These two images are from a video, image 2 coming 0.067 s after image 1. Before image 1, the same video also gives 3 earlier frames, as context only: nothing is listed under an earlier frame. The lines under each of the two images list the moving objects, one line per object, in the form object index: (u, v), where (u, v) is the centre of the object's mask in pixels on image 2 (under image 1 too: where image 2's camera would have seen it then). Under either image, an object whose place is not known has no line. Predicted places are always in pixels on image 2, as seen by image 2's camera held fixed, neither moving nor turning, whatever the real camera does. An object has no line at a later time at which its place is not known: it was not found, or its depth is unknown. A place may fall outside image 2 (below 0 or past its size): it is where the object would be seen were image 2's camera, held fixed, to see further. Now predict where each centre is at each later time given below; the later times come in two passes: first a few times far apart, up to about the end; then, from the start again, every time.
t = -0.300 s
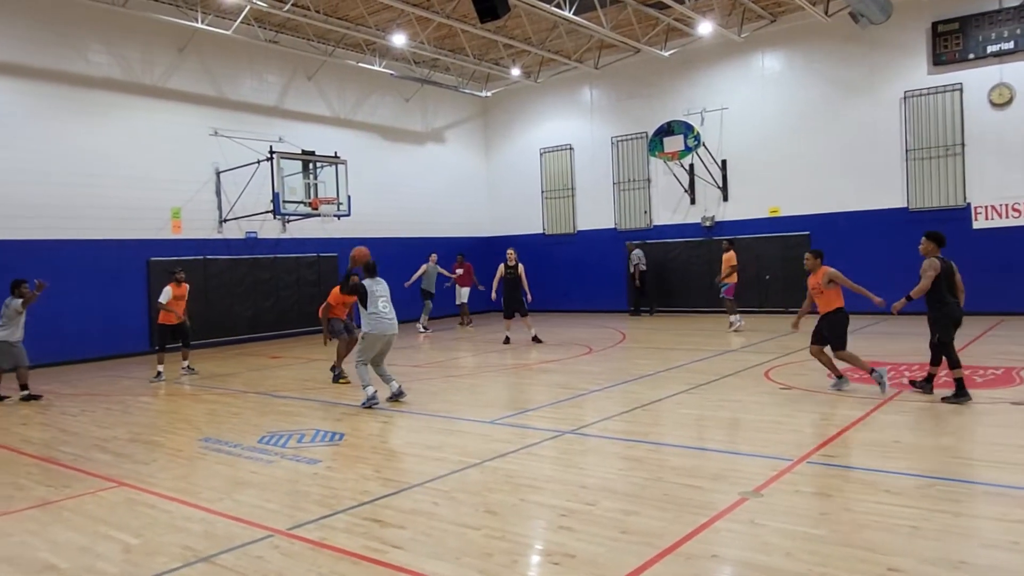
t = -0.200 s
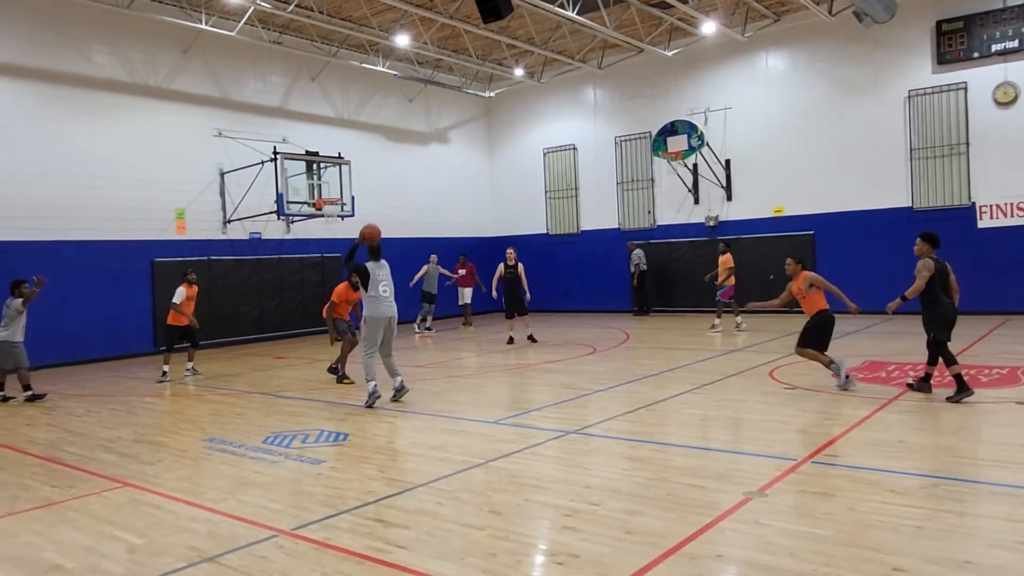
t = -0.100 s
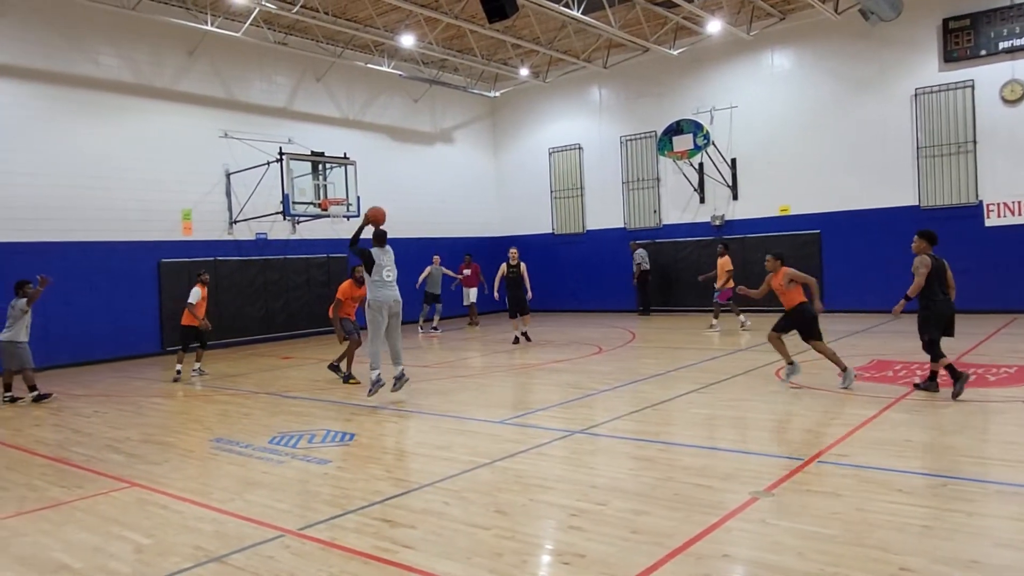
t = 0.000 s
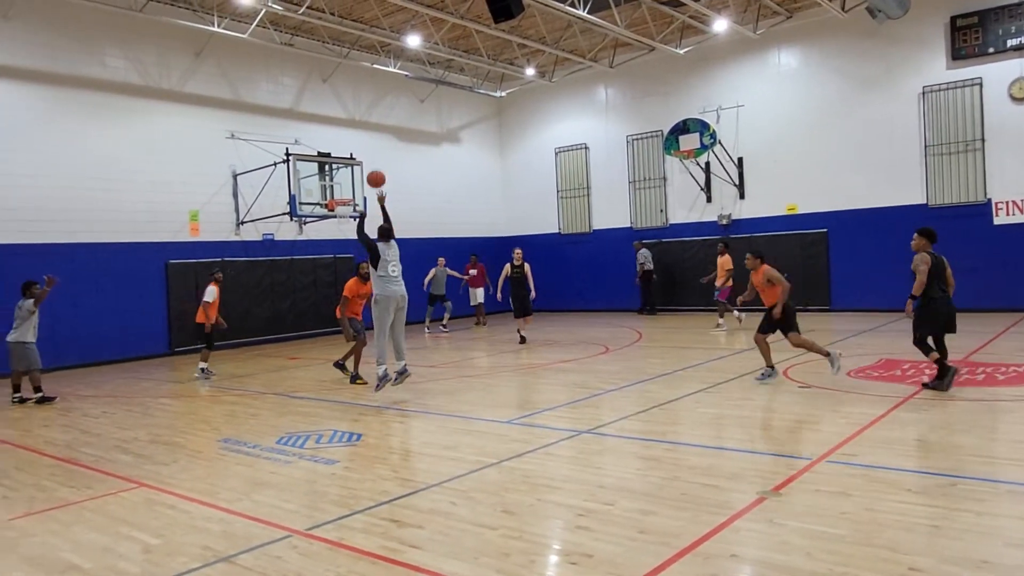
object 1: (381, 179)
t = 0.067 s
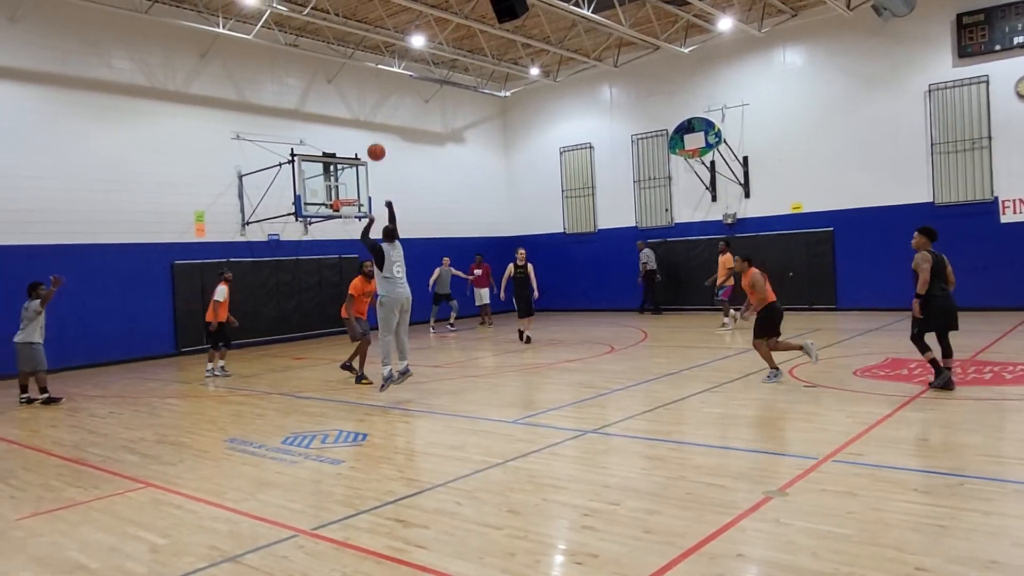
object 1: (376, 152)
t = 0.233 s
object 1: (368, 107)
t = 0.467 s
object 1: (361, 86)
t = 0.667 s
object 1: (358, 95)
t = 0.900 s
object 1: (355, 130)
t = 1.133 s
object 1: (356, 183)
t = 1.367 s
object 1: (342, 211)
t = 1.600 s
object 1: (347, 225)
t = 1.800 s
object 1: (353, 258)
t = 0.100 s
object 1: (374, 140)
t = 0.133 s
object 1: (372, 130)
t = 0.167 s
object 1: (371, 122)
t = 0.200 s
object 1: (369, 114)
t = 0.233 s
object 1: (368, 107)
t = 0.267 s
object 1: (367, 102)
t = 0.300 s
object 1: (365, 97)
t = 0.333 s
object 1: (364, 93)
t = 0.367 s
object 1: (364, 90)
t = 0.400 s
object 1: (363, 88)
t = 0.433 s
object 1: (362, 87)
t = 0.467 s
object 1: (361, 86)
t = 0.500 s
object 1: (361, 86)
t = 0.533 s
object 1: (360, 87)
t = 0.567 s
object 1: (360, 88)
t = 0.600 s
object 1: (359, 90)
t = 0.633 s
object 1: (359, 92)
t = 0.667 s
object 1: (358, 95)
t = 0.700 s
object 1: (358, 99)
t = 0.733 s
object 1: (357, 103)
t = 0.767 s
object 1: (357, 107)
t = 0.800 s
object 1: (356, 113)
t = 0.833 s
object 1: (356, 118)
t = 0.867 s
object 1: (356, 124)
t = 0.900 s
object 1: (355, 130)
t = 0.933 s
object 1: (355, 136)
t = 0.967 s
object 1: (355, 143)
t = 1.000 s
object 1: (355, 151)
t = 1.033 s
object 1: (355, 158)
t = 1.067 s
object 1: (356, 167)
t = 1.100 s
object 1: (355, 175)
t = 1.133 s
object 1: (356, 183)
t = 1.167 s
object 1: (356, 192)
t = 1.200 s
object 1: (356, 201)
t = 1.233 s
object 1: (350, 206)
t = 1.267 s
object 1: (344, 210)
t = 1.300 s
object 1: (342, 210)
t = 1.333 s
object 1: (342, 210)
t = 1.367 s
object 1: (342, 211)
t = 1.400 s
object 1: (342, 211)
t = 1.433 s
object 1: (343, 211)
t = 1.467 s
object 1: (343, 211)
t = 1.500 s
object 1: (344, 213)
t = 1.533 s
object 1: (345, 218)
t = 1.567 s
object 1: (346, 222)
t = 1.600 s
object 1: (347, 225)
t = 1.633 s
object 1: (348, 229)
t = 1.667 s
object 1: (349, 234)
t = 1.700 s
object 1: (351, 239)
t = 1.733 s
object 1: (352, 245)
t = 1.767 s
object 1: (352, 251)
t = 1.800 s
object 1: (353, 258)
